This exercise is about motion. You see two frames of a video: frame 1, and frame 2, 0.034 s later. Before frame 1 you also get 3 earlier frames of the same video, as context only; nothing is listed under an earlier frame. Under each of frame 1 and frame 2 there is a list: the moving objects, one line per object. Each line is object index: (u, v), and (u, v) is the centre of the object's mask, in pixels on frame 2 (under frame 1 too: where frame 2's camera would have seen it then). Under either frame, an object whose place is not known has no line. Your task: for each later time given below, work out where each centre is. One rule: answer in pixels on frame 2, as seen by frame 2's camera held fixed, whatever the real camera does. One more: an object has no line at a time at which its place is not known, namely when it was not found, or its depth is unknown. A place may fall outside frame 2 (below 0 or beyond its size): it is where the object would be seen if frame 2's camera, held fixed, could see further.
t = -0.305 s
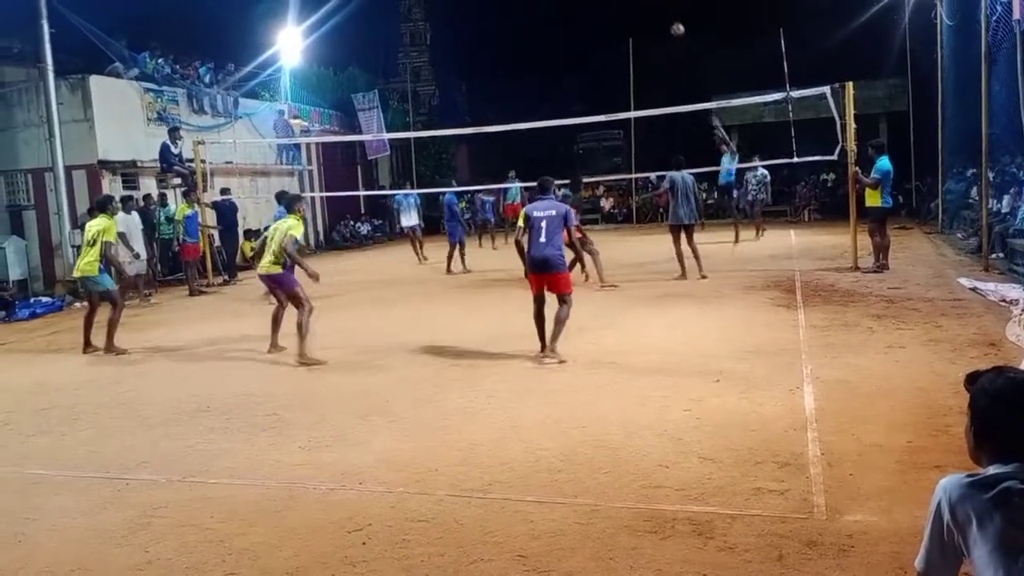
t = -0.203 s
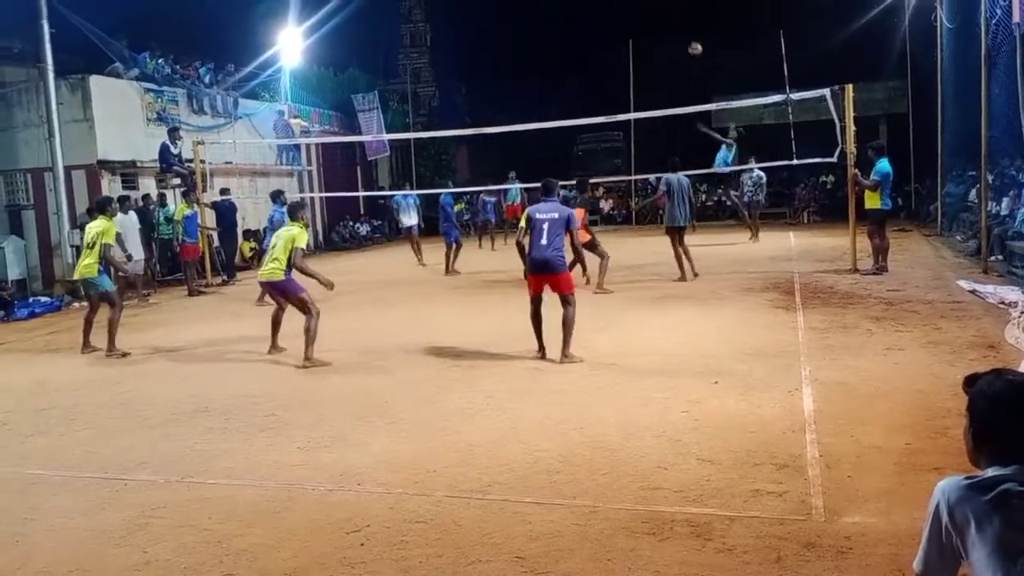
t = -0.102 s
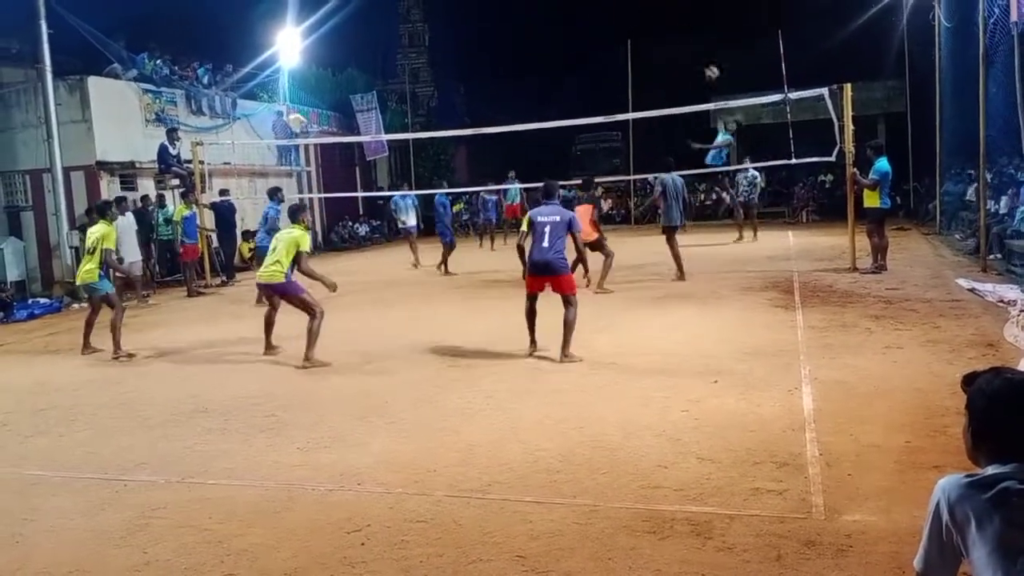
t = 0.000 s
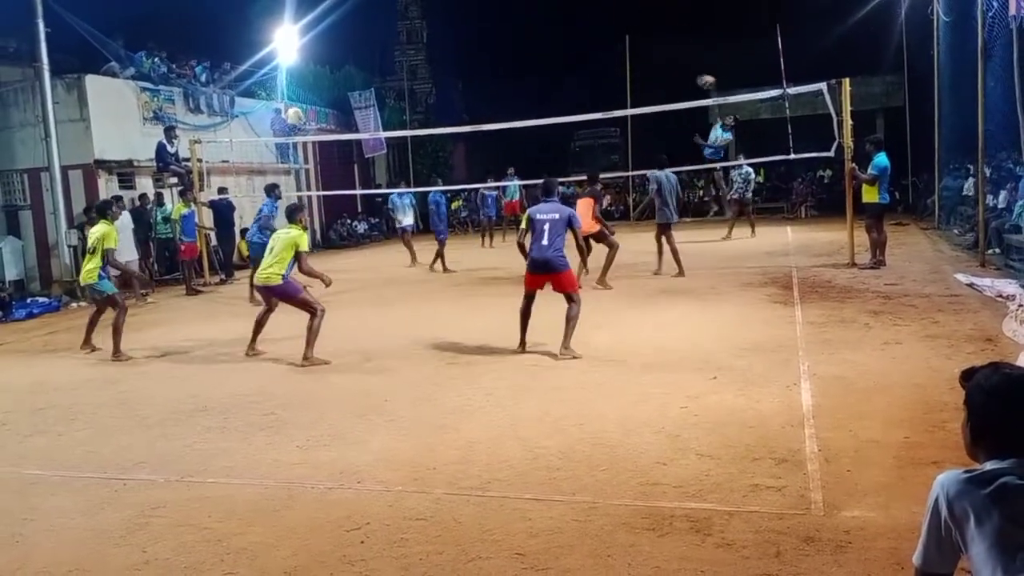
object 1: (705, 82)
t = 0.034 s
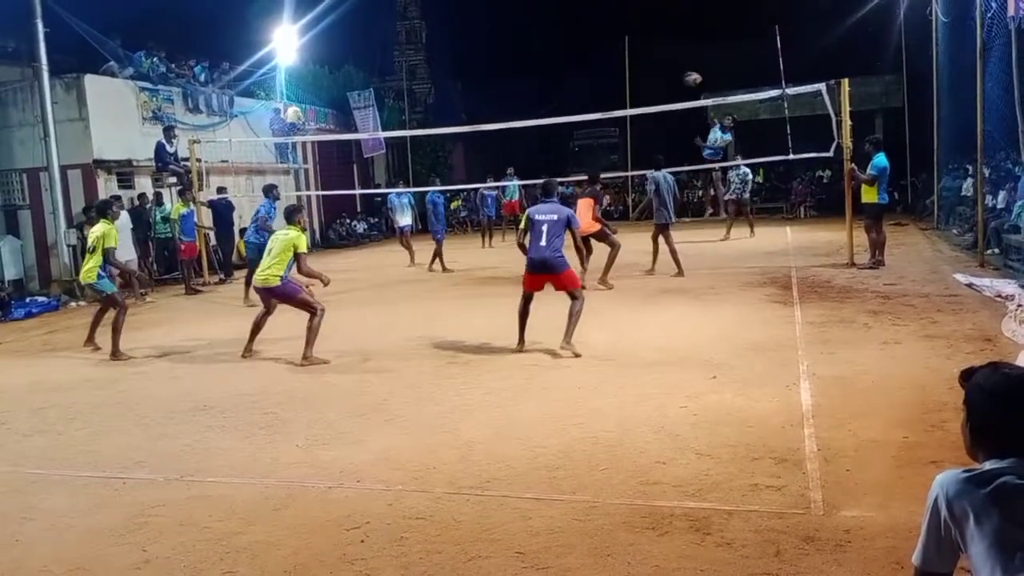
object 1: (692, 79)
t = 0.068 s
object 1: (679, 77)
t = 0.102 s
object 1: (666, 76)
